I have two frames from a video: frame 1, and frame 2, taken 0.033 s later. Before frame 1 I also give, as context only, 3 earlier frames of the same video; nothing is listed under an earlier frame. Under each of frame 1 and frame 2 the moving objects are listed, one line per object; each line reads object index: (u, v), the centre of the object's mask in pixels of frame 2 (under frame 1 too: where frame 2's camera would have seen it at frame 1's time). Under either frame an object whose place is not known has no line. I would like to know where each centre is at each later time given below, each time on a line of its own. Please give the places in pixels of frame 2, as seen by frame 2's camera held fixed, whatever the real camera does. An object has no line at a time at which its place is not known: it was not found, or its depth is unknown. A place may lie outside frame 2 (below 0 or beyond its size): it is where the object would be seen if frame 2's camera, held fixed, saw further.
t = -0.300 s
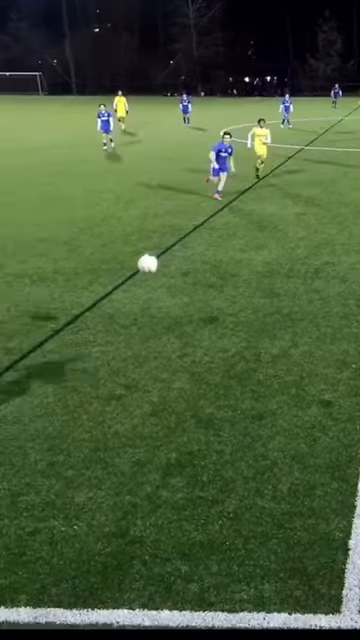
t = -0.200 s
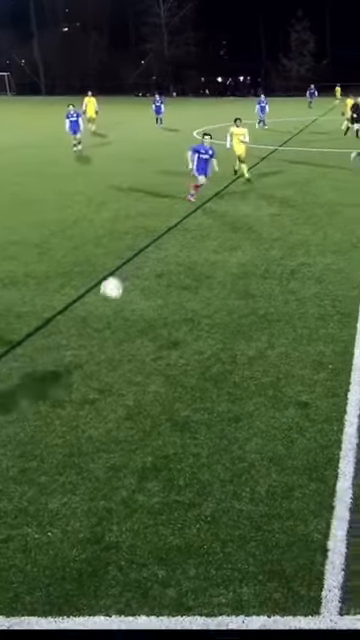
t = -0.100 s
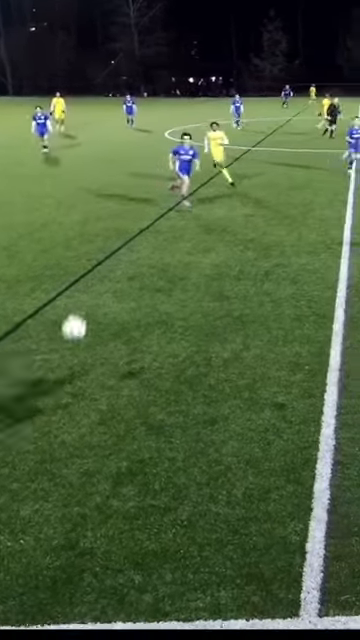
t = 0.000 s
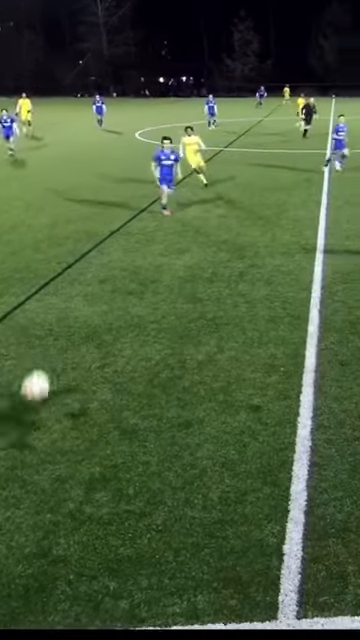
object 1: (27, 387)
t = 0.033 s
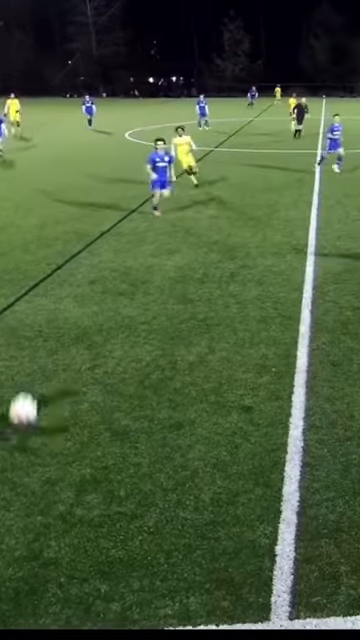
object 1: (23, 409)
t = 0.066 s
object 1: (26, 430)
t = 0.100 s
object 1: (39, 438)
